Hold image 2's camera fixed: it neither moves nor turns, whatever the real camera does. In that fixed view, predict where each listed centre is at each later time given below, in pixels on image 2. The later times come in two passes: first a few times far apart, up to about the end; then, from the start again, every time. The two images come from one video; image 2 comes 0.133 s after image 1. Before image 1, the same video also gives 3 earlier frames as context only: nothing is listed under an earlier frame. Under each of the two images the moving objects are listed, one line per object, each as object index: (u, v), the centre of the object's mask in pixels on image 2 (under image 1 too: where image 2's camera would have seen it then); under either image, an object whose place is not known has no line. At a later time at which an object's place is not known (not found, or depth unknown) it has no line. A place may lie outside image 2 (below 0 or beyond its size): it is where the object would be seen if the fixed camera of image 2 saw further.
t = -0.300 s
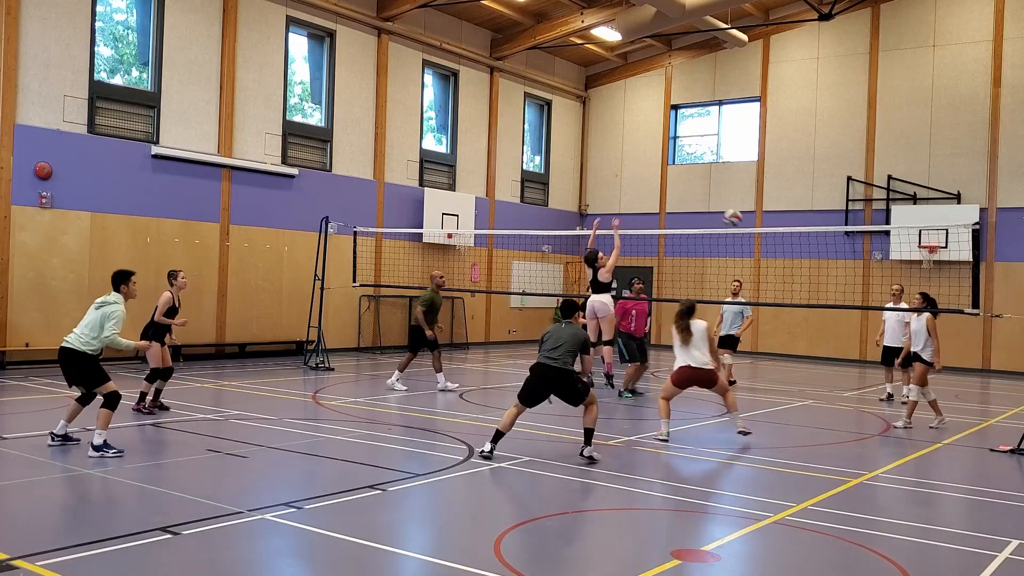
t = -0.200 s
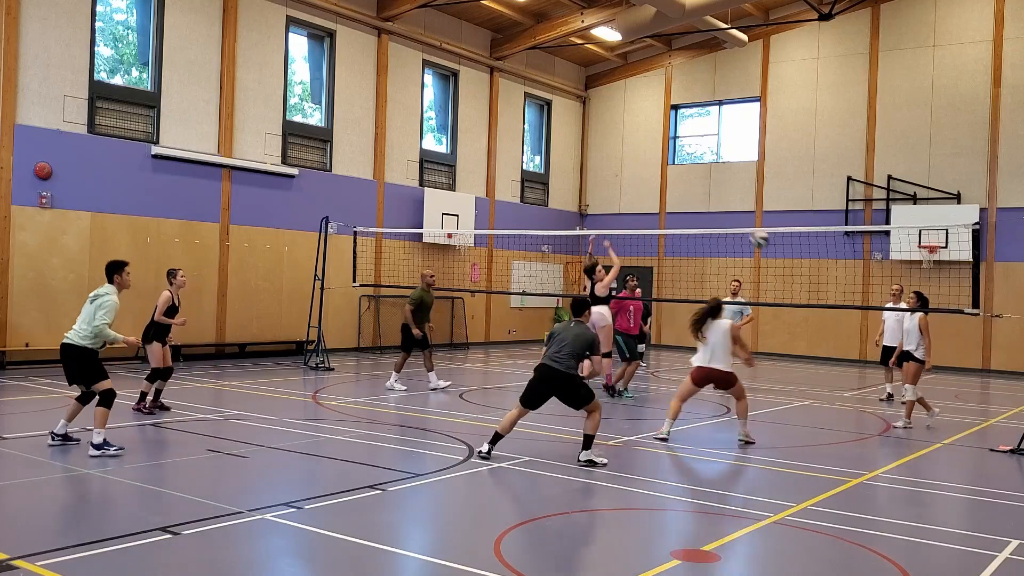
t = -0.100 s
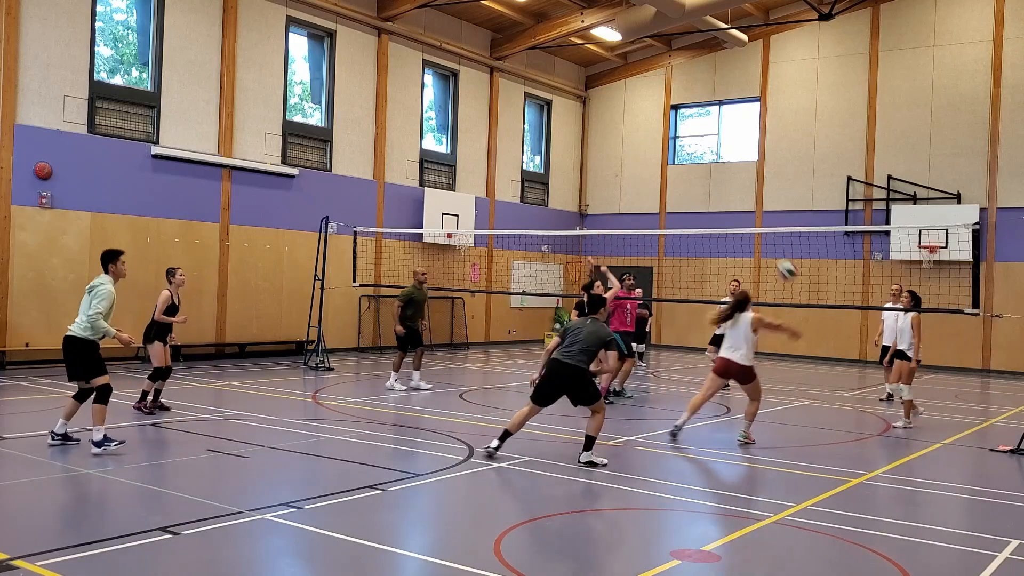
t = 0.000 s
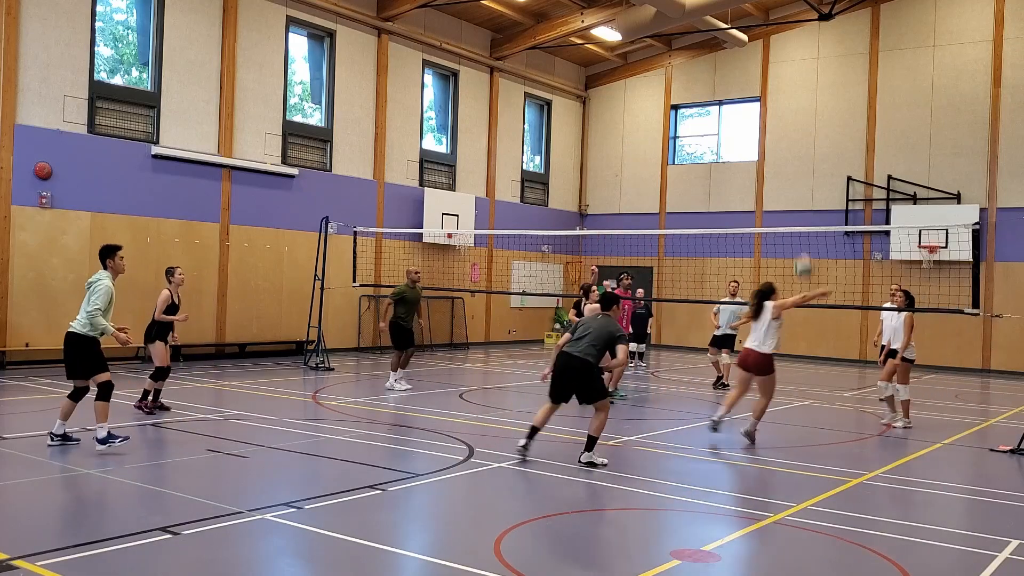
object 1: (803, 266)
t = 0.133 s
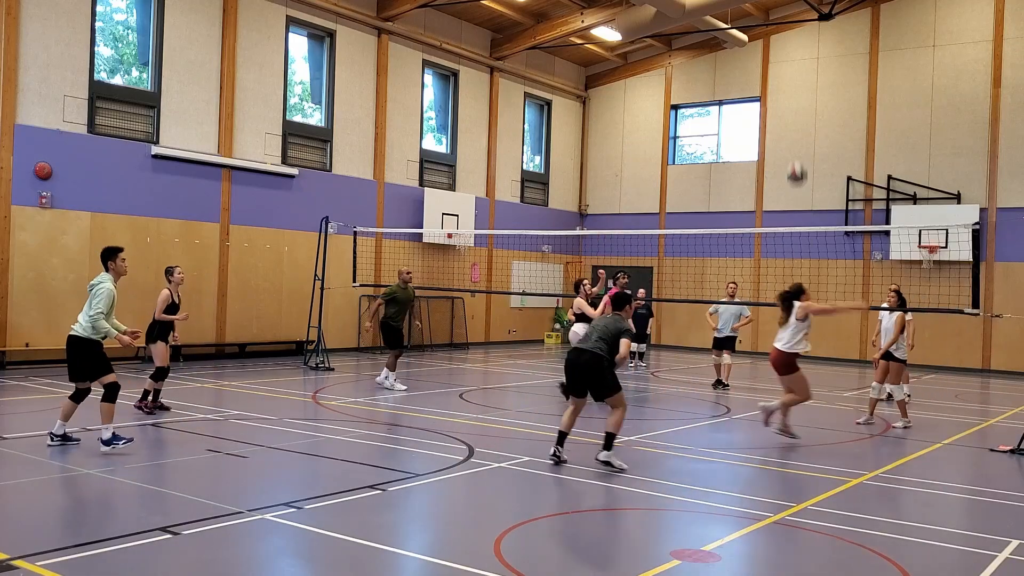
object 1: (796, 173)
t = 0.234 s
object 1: (791, 116)
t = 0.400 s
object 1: (778, 37)
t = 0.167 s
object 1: (795, 153)
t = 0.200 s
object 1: (793, 134)
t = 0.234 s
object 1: (791, 116)
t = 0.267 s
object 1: (789, 97)
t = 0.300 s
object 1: (786, 81)
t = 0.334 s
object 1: (784, 65)
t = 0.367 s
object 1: (781, 51)
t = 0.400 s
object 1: (778, 37)
